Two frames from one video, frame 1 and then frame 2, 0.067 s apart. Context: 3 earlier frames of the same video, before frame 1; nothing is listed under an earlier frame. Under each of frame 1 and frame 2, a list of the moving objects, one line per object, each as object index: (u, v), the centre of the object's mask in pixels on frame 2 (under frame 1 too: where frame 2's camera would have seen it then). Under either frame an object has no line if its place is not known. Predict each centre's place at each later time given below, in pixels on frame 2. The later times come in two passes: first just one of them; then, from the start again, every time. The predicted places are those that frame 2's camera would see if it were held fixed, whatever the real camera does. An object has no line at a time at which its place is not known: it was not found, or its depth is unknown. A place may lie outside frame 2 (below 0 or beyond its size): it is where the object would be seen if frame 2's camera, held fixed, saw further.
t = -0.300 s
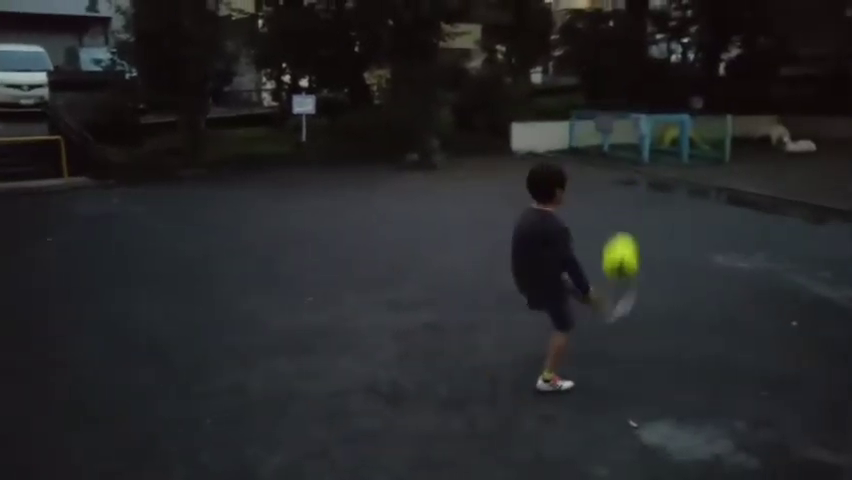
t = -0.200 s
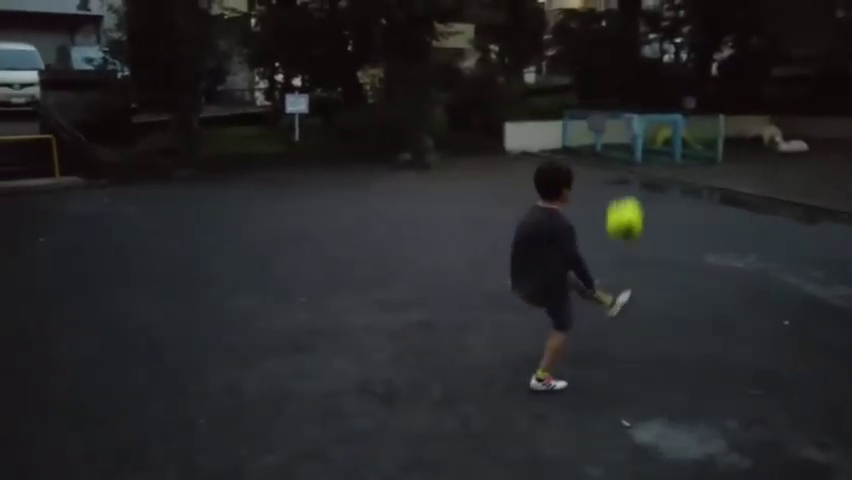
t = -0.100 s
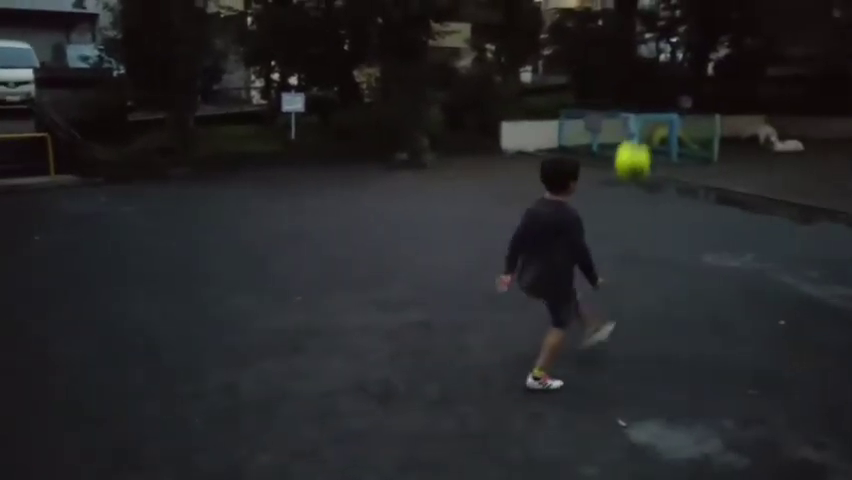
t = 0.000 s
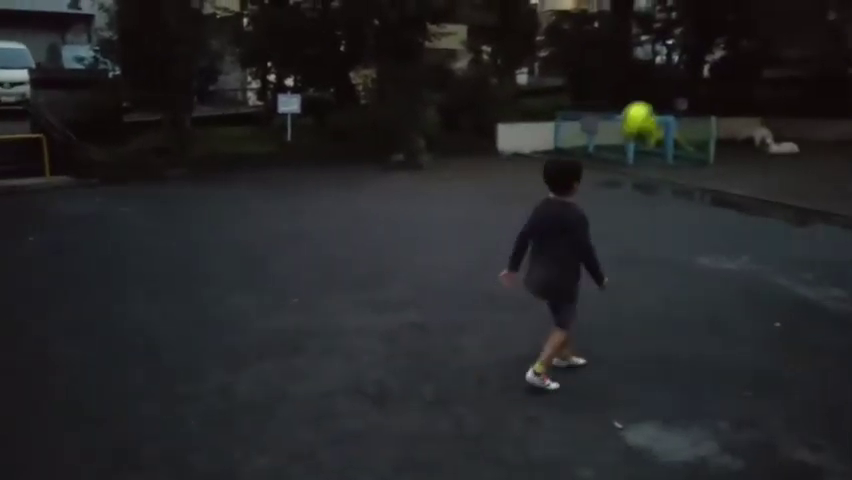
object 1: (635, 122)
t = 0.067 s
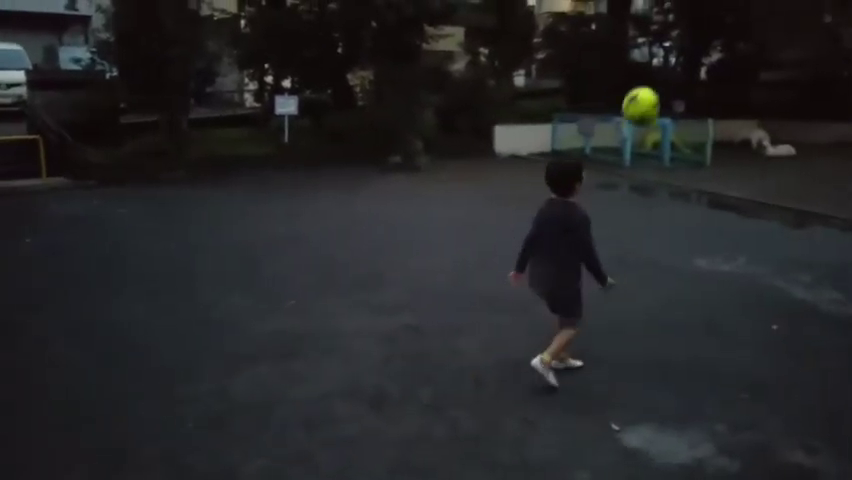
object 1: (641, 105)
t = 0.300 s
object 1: (659, 102)
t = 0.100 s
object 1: (644, 99)
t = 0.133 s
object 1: (647, 95)
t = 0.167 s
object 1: (649, 93)
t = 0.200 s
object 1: (652, 93)
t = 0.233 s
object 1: (654, 94)
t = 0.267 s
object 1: (657, 97)
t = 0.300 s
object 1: (659, 102)
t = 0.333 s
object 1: (661, 110)
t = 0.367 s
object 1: (662, 119)
